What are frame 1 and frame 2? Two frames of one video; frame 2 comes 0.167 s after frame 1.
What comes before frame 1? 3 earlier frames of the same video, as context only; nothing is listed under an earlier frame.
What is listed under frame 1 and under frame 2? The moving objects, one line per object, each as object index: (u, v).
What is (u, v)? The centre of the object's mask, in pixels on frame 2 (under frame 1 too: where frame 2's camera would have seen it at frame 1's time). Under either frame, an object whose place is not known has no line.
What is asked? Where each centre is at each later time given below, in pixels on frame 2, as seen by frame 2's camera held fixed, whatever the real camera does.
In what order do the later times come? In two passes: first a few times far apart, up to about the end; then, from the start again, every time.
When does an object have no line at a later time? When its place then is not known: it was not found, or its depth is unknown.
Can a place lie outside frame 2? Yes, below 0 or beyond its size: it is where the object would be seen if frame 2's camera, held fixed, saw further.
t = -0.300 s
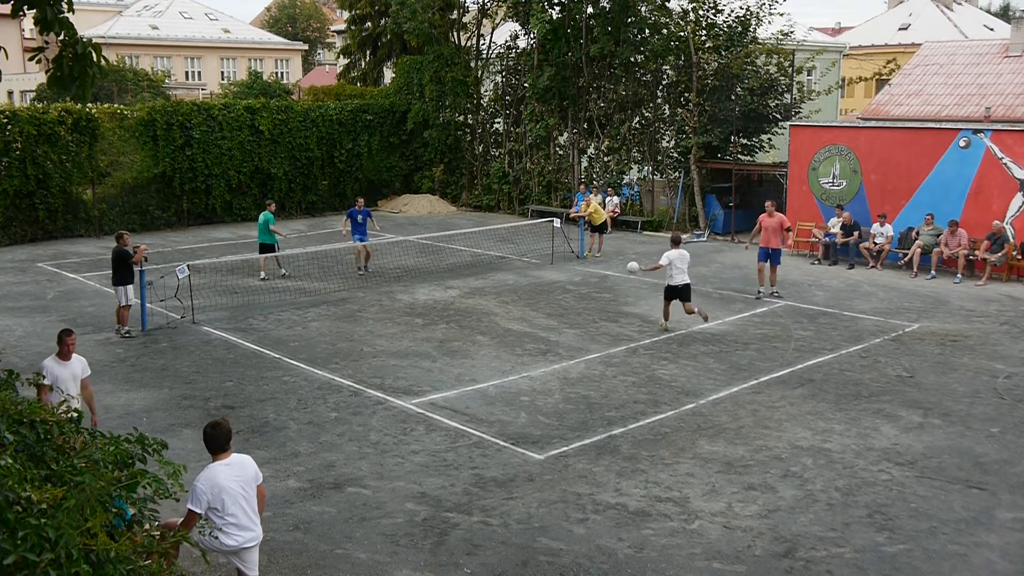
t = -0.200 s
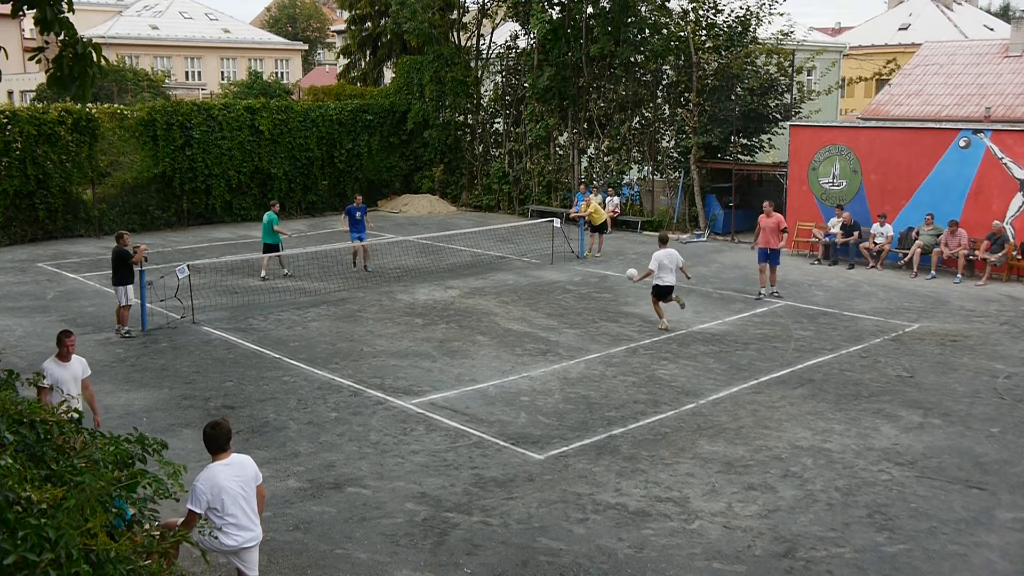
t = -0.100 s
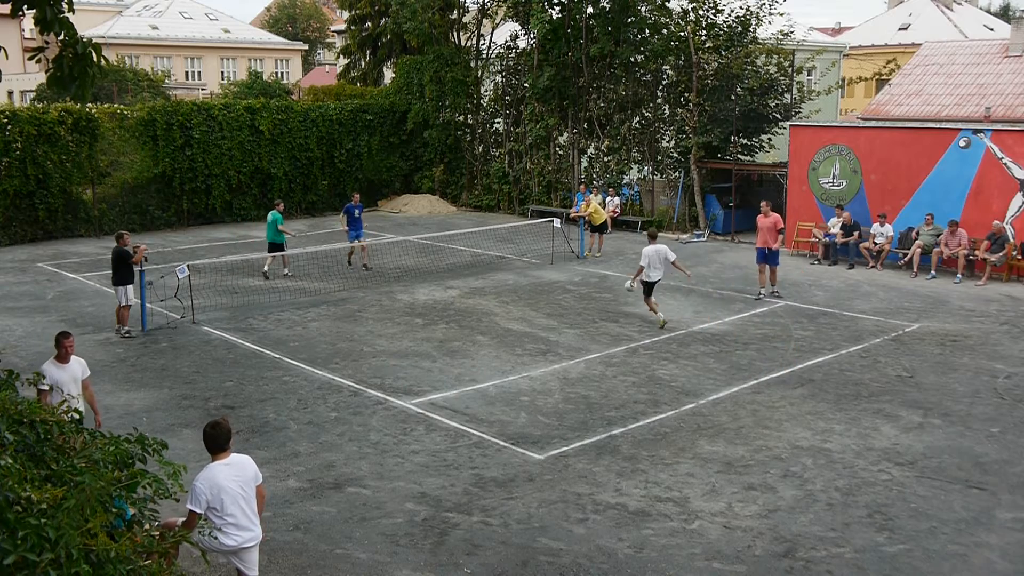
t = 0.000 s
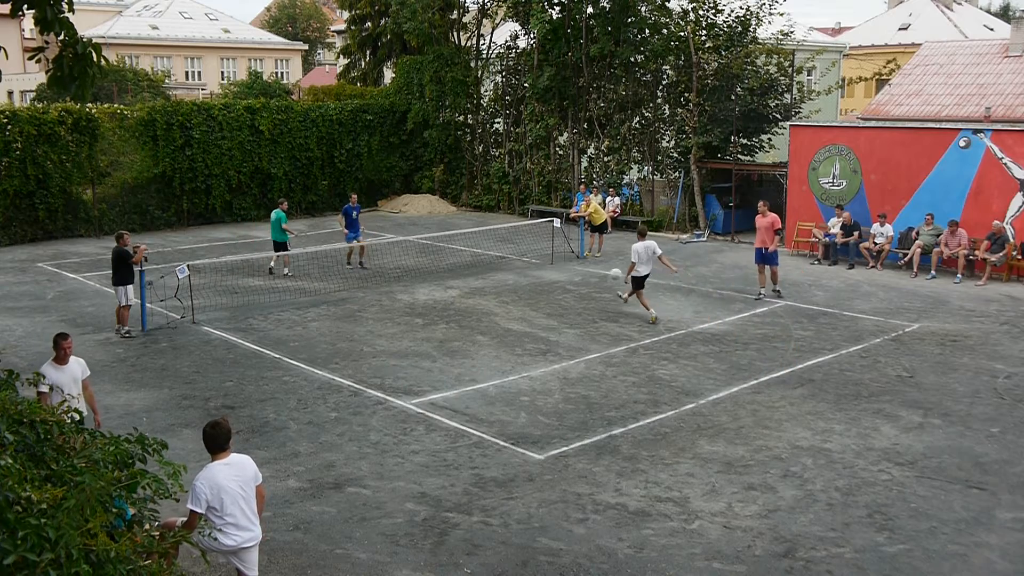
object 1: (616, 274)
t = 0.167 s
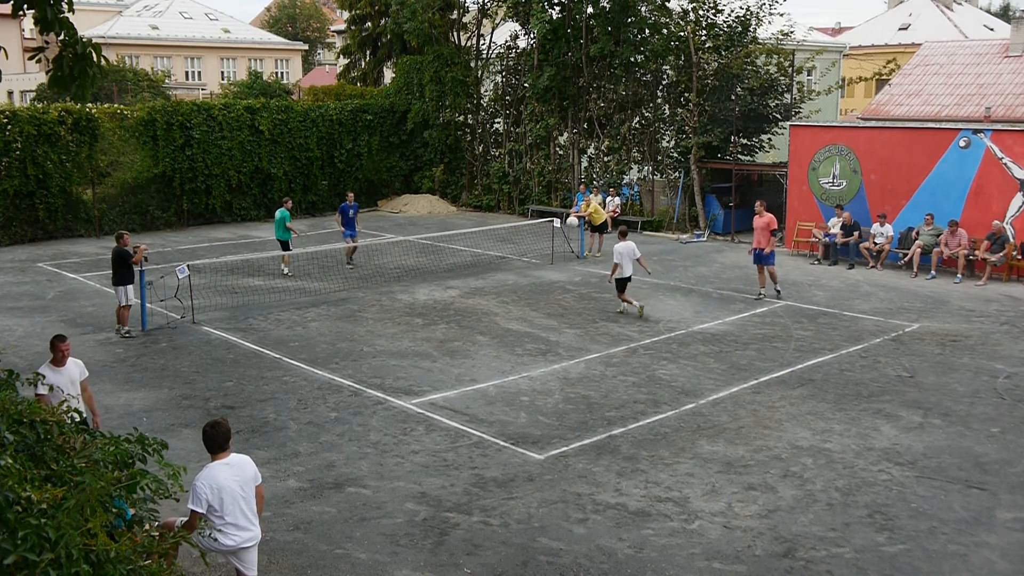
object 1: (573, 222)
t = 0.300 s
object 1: (539, 191)
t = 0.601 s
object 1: (473, 158)
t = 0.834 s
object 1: (425, 161)
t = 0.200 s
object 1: (564, 214)
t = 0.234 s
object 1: (556, 205)
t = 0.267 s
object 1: (548, 198)
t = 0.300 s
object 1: (539, 191)
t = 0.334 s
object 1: (532, 186)
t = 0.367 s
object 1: (524, 180)
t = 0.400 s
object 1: (516, 176)
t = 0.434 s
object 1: (509, 171)
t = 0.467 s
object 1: (502, 167)
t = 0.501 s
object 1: (494, 164)
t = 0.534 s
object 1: (487, 161)
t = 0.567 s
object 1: (480, 159)
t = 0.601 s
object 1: (473, 158)
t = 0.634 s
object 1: (466, 156)
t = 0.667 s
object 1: (459, 156)
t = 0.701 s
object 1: (452, 156)
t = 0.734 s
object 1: (445, 156)
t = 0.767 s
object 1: (439, 157)
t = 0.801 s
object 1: (432, 159)
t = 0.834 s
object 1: (425, 161)
